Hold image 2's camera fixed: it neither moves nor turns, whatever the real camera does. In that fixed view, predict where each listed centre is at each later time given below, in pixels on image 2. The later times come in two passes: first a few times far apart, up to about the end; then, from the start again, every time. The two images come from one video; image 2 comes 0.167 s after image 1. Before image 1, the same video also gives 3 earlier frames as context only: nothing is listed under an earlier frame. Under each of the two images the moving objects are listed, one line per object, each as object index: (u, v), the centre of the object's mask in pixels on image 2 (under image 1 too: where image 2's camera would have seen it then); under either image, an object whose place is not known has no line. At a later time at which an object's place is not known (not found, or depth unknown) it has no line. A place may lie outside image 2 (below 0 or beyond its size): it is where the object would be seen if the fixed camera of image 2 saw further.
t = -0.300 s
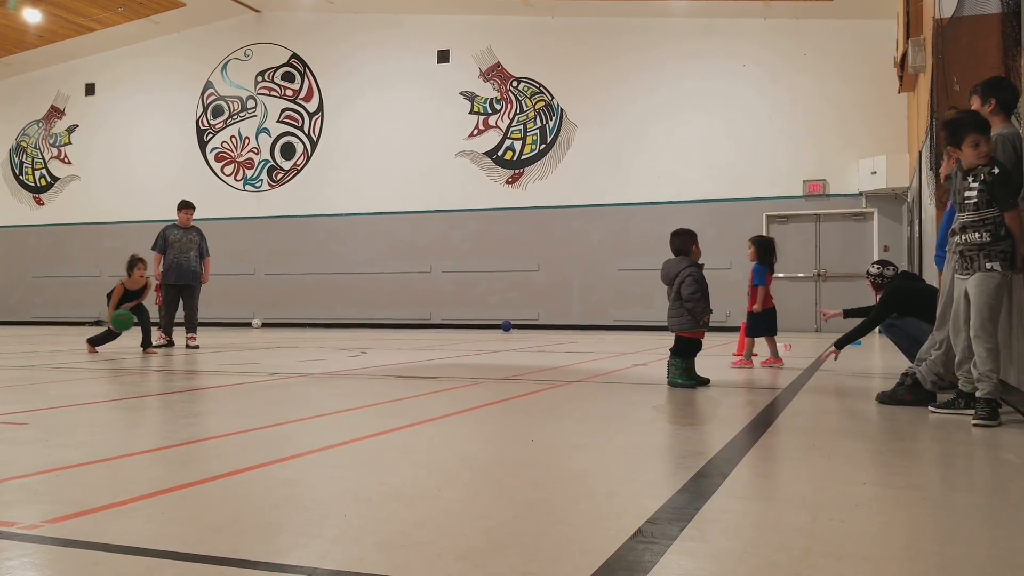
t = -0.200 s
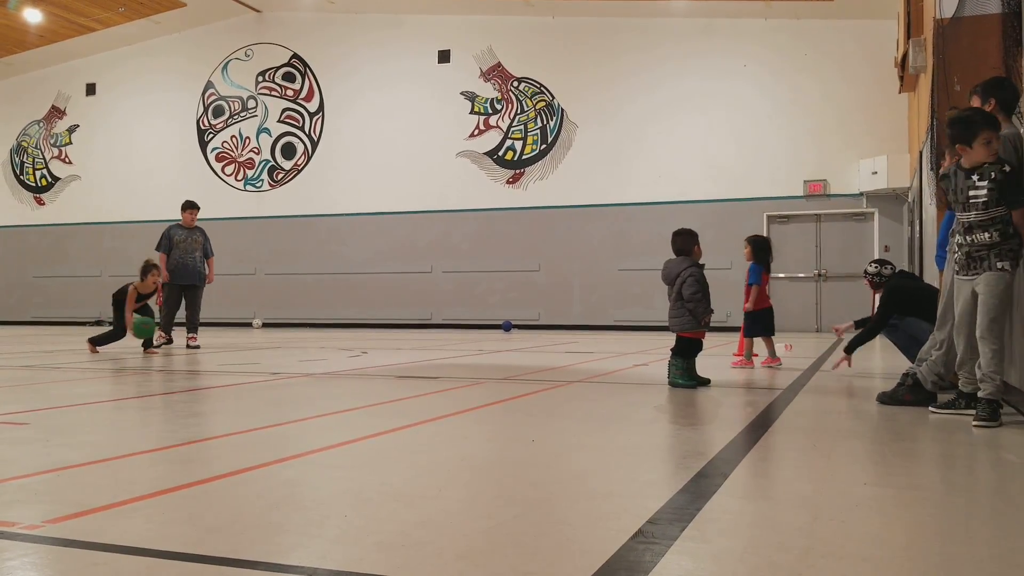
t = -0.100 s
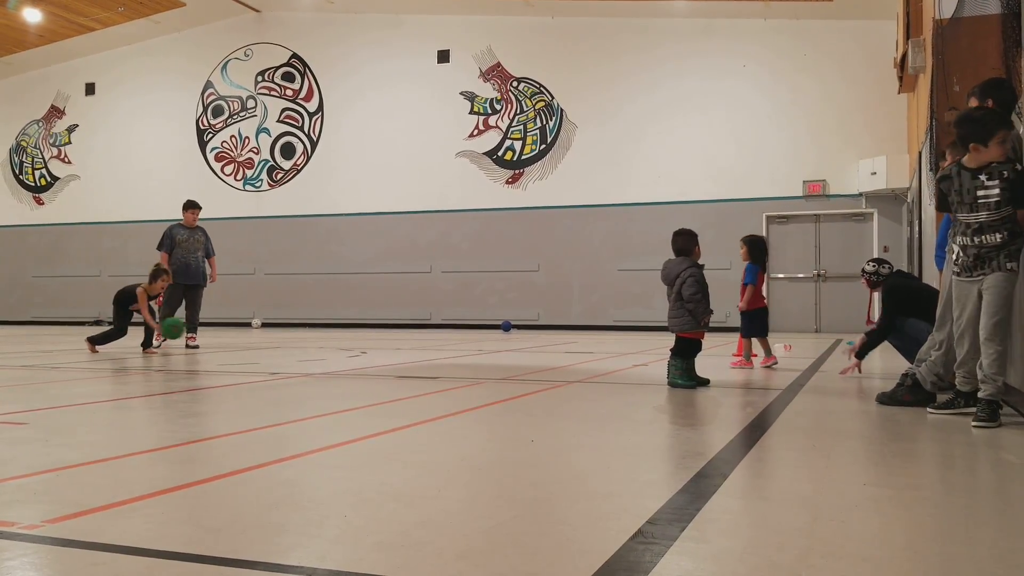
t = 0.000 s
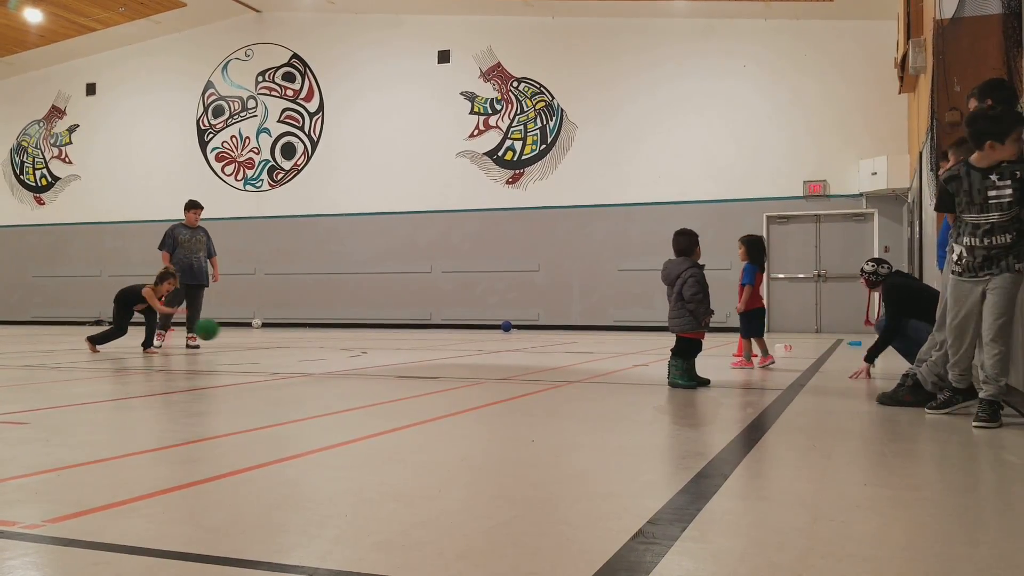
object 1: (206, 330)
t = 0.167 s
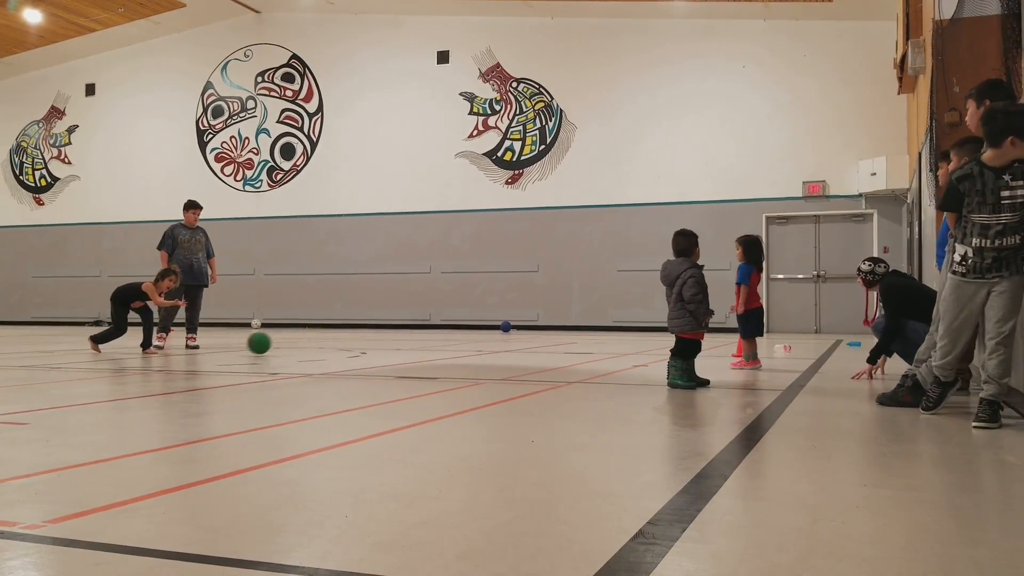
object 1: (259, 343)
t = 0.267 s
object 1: (284, 335)
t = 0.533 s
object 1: (353, 339)
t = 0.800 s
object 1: (421, 343)
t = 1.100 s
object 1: (497, 346)
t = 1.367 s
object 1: (564, 347)
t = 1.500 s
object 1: (598, 347)
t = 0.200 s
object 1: (267, 339)
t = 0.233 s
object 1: (276, 336)
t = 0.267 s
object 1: (284, 335)
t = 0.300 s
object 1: (293, 335)
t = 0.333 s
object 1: (302, 336)
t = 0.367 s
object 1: (310, 338)
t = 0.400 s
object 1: (319, 342)
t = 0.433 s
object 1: (327, 346)
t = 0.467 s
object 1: (336, 344)
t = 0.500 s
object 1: (345, 341)
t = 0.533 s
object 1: (353, 339)
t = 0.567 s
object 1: (361, 339)
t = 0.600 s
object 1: (370, 340)
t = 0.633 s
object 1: (378, 341)
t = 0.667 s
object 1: (387, 344)
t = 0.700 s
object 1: (395, 347)
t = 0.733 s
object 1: (404, 345)
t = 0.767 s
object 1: (412, 343)
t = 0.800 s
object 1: (421, 343)
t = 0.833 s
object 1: (429, 344)
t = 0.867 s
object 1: (438, 346)
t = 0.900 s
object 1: (446, 347)
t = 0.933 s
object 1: (454, 345)
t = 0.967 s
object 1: (463, 344)
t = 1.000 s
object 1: (471, 344)
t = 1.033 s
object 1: (480, 346)
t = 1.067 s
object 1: (488, 347)
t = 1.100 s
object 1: (497, 346)
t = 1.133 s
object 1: (505, 346)
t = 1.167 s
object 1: (513, 346)
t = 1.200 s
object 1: (522, 347)
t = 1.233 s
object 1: (530, 346)
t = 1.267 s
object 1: (539, 346)
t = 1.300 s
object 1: (547, 347)
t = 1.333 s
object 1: (556, 348)
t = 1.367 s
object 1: (564, 347)
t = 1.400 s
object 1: (573, 346)
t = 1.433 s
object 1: (582, 347)
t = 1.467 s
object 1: (590, 348)
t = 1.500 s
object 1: (598, 347)
